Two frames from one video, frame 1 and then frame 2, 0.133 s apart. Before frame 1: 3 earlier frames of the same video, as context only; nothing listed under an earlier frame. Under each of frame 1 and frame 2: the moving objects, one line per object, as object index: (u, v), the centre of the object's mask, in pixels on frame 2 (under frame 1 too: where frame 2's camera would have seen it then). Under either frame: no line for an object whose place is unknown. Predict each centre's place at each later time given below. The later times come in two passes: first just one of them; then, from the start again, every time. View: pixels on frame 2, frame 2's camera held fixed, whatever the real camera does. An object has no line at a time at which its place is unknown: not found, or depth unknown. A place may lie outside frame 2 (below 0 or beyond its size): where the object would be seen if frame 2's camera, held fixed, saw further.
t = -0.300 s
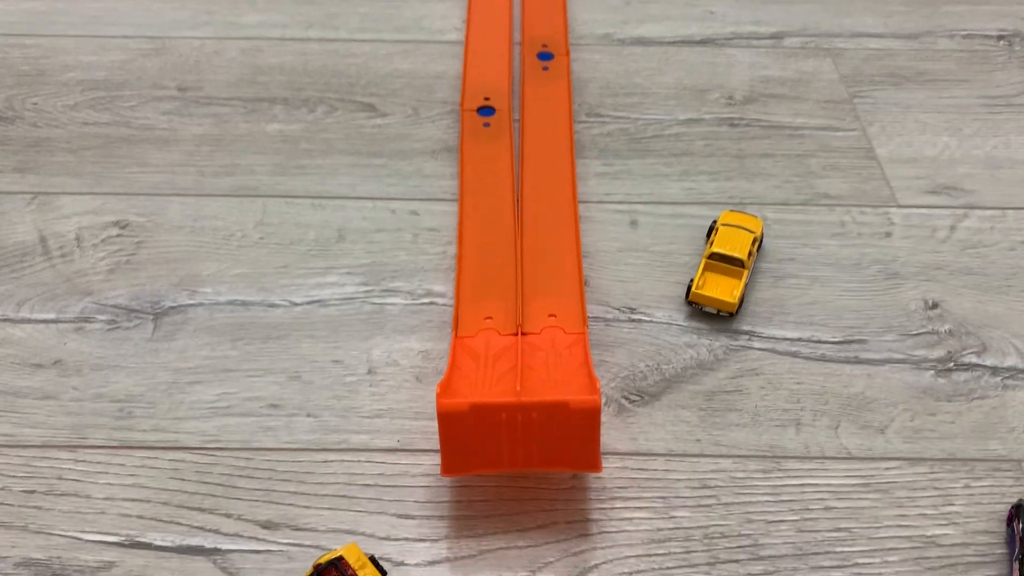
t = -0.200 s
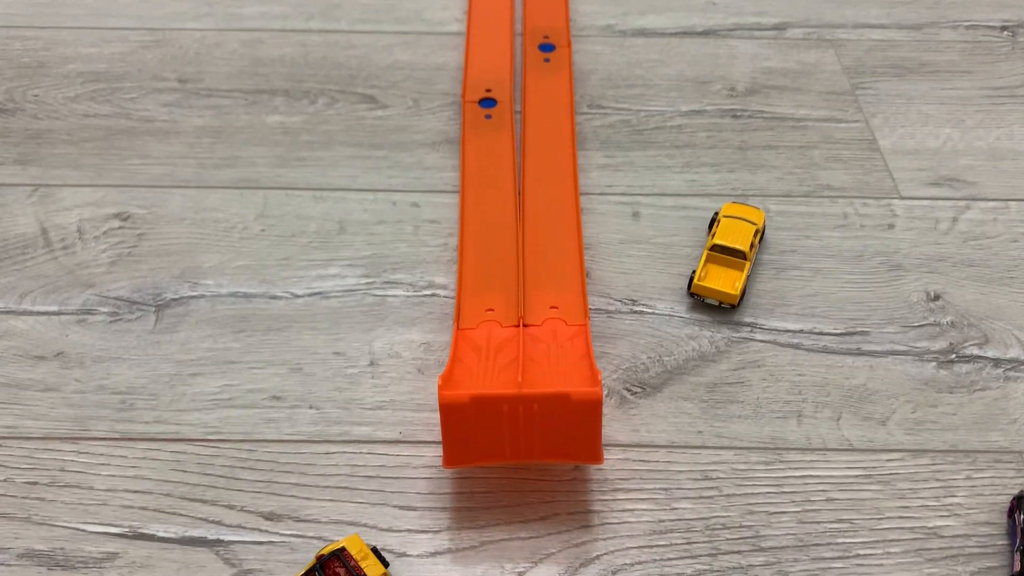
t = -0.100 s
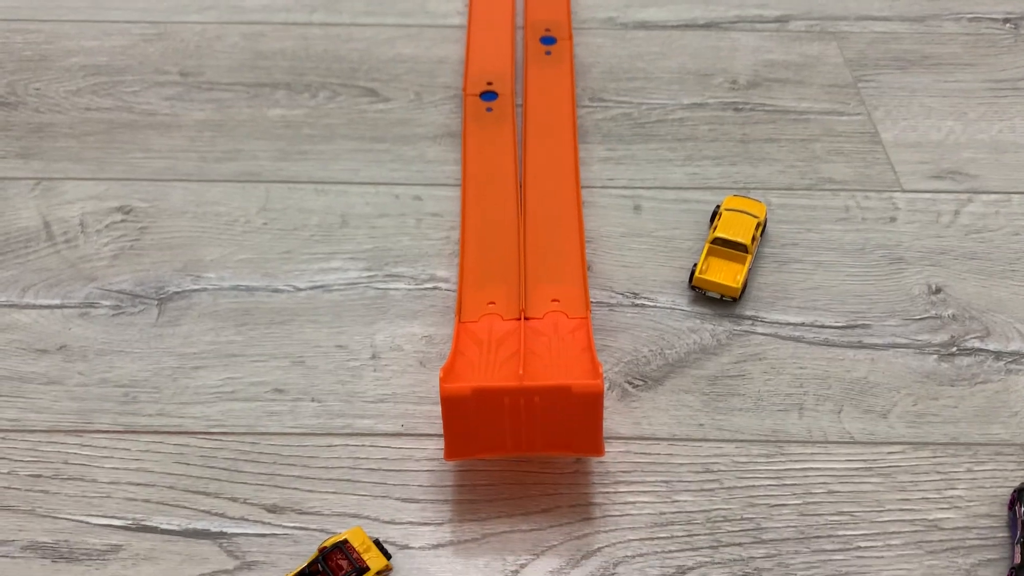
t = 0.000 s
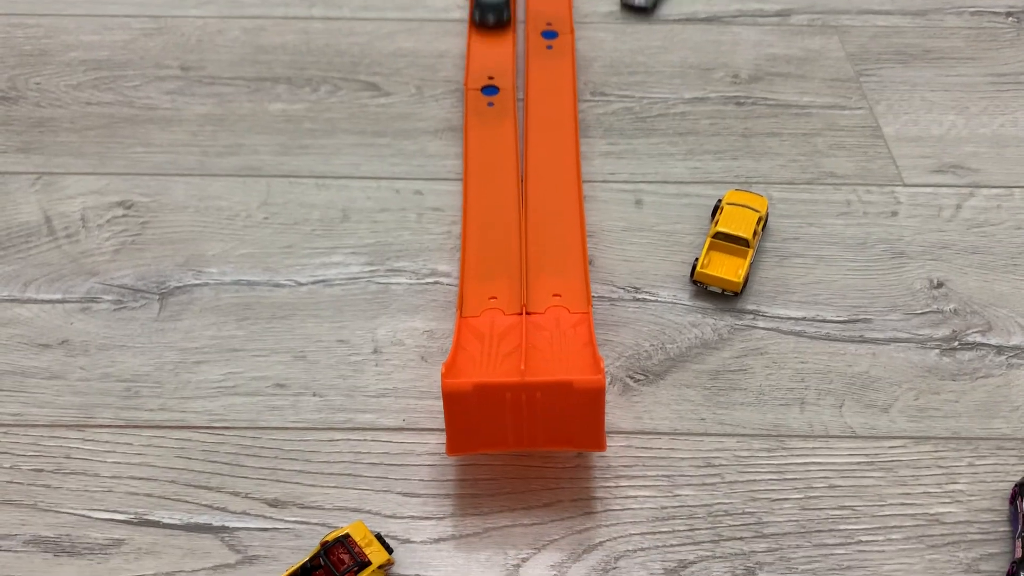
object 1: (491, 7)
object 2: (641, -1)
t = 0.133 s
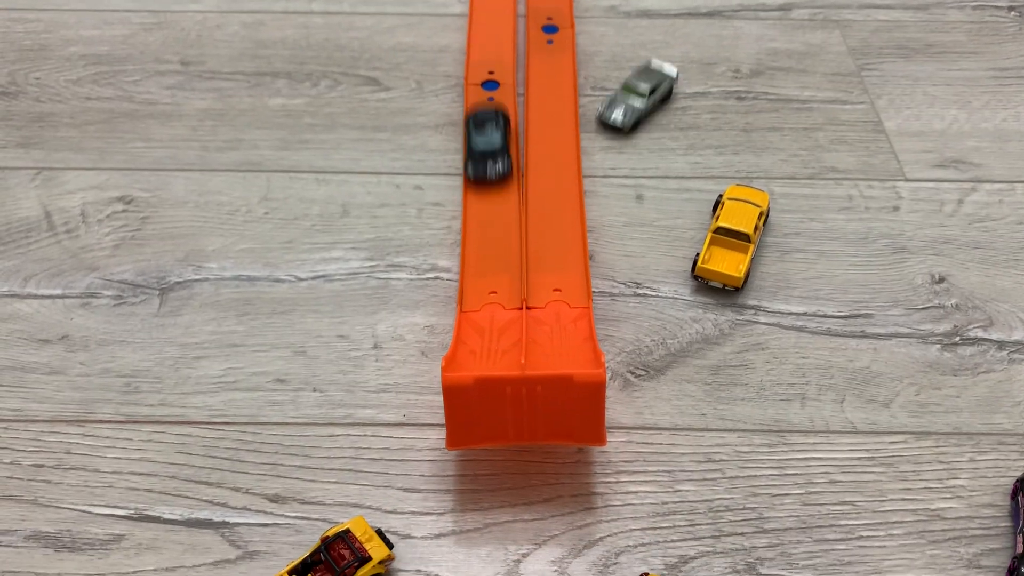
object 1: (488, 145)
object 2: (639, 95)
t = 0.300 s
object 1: (488, 346)
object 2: (615, 261)
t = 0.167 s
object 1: (489, 188)
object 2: (628, 128)
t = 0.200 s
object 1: (487, 231)
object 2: (627, 160)
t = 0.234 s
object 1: (485, 275)
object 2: (624, 192)
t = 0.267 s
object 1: (486, 313)
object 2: (620, 226)
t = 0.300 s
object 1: (488, 346)
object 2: (615, 261)
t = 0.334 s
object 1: (488, 366)
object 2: (615, 298)
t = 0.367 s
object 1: (485, 371)
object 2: (619, 337)
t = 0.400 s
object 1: (483, 371)
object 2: (624, 378)
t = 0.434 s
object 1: (481, 370)
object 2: (629, 426)
